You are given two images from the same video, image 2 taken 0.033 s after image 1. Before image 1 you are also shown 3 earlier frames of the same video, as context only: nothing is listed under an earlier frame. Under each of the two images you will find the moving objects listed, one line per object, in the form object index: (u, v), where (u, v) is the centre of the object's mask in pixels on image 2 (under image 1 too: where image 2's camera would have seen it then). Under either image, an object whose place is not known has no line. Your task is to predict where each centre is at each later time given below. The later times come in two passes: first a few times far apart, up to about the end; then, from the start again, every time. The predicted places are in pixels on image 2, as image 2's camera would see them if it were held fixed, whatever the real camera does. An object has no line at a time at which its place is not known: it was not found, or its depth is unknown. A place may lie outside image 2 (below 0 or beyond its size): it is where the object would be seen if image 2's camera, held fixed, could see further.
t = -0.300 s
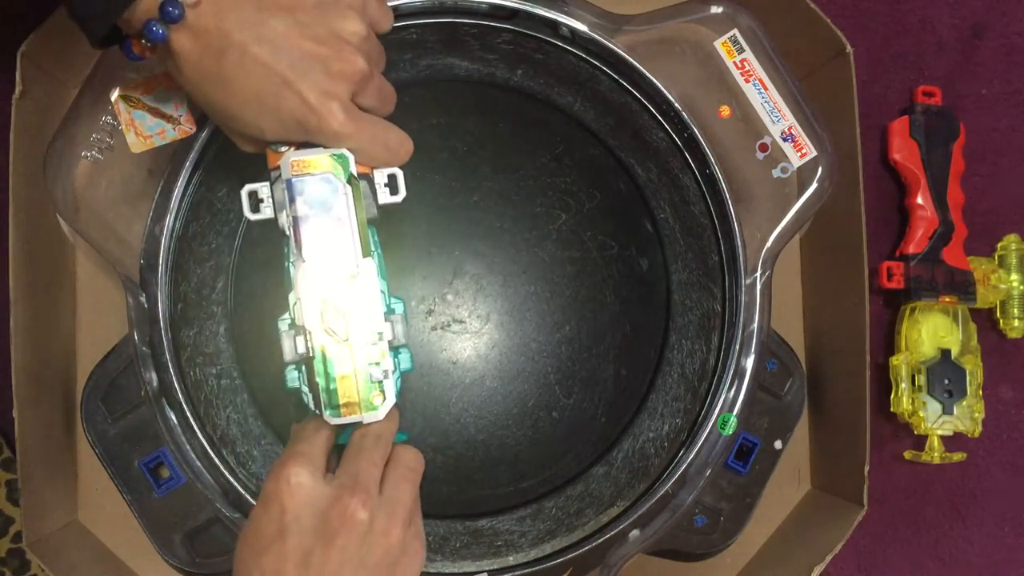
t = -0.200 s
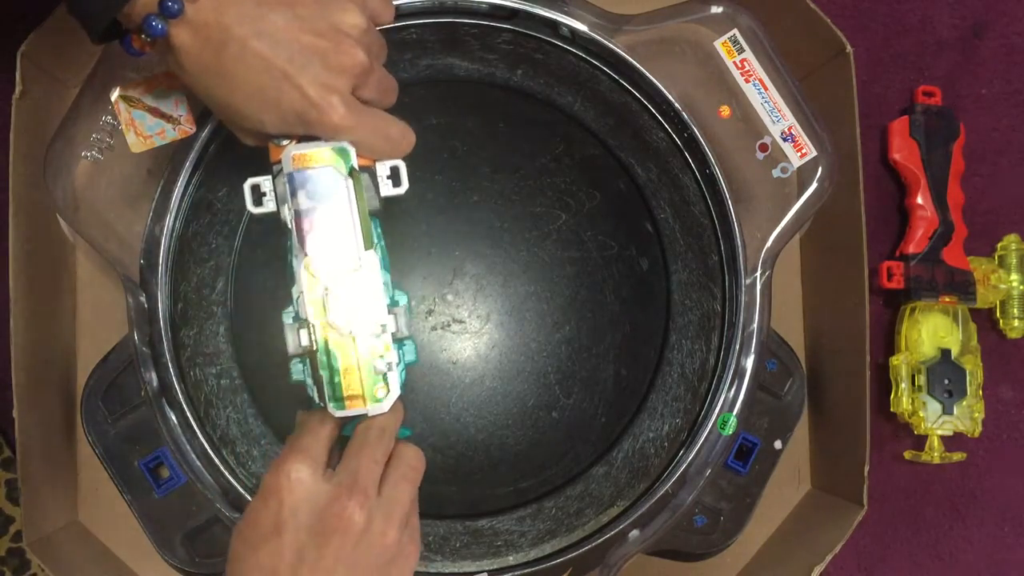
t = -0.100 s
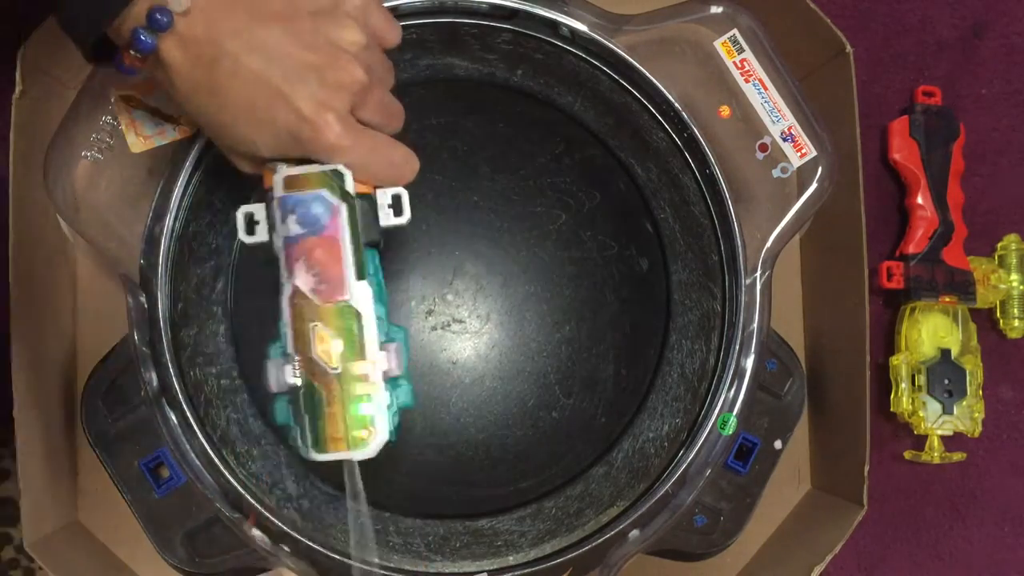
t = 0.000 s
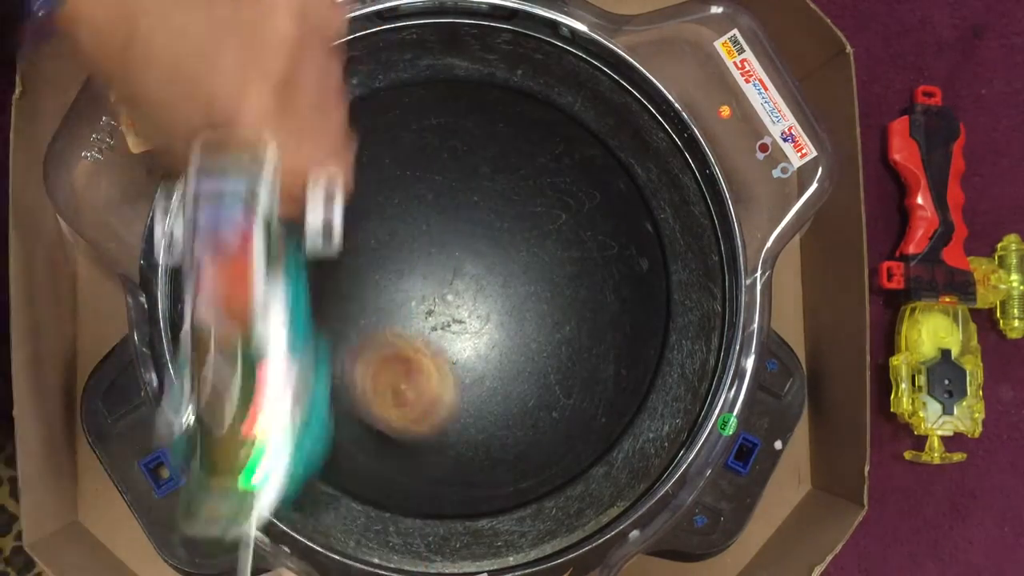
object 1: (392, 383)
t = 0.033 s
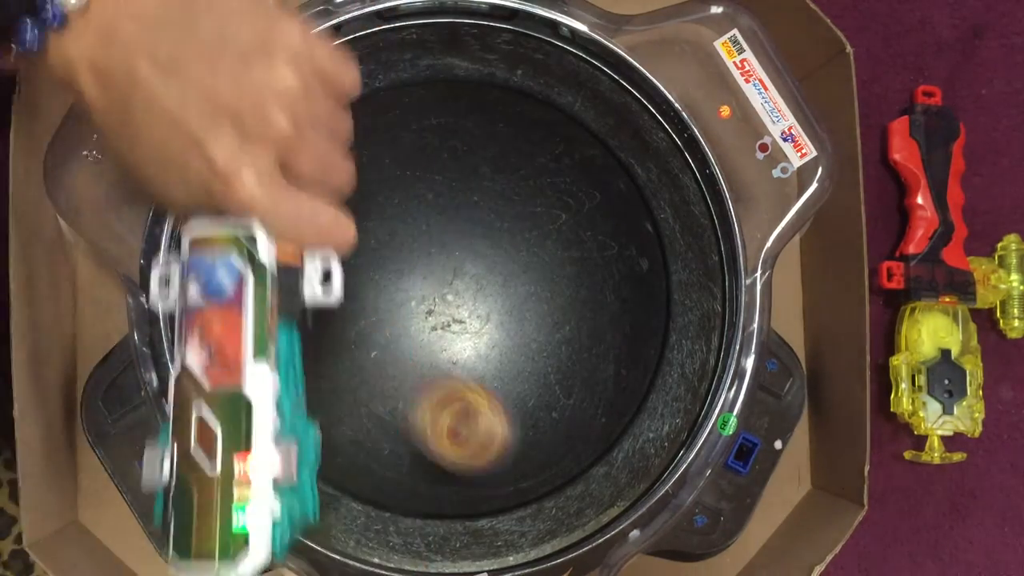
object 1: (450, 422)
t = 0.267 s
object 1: (591, 421)
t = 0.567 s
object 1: (475, 261)
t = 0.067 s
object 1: (493, 452)
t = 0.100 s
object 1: (525, 462)
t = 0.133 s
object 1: (544, 458)
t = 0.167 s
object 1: (560, 450)
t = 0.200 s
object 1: (576, 443)
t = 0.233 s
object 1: (586, 434)
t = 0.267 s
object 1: (591, 421)
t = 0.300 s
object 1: (589, 403)
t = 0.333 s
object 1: (582, 384)
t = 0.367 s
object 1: (573, 365)
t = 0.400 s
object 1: (561, 346)
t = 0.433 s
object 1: (546, 326)
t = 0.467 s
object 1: (530, 307)
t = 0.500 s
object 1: (513, 288)
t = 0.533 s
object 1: (494, 272)
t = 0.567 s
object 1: (475, 261)
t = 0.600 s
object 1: (455, 250)
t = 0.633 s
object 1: (431, 245)
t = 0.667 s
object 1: (406, 242)
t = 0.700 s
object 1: (380, 244)
